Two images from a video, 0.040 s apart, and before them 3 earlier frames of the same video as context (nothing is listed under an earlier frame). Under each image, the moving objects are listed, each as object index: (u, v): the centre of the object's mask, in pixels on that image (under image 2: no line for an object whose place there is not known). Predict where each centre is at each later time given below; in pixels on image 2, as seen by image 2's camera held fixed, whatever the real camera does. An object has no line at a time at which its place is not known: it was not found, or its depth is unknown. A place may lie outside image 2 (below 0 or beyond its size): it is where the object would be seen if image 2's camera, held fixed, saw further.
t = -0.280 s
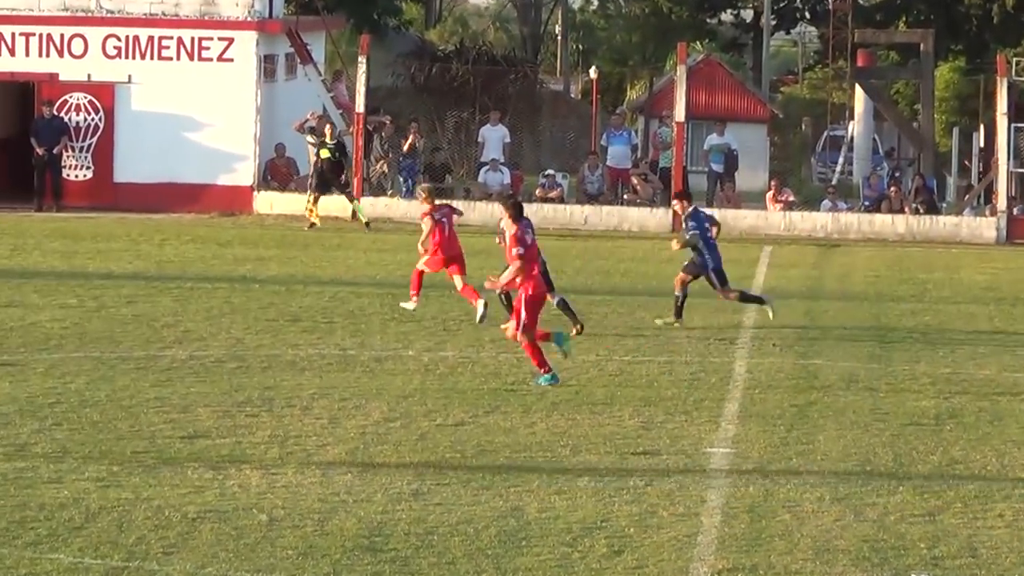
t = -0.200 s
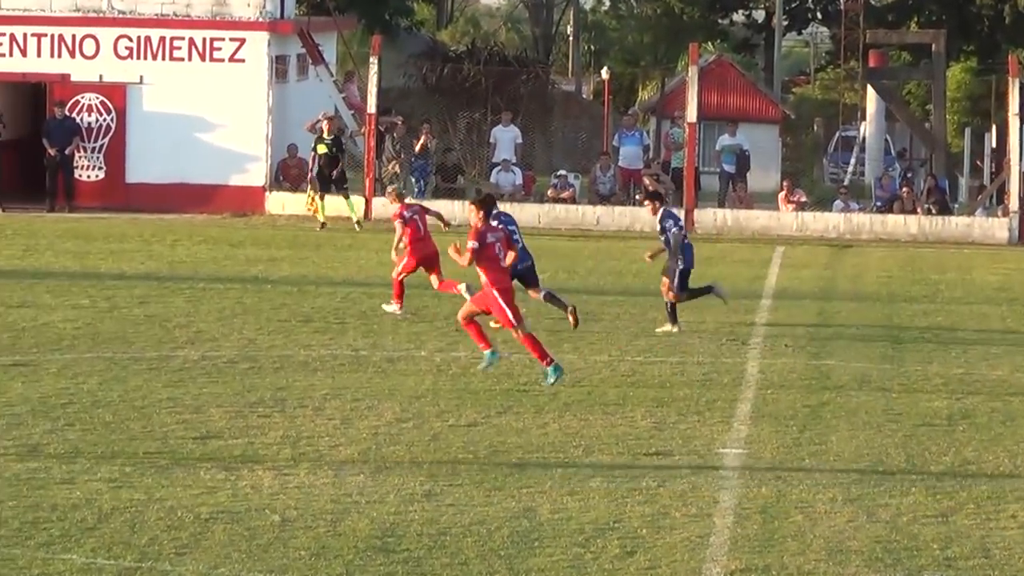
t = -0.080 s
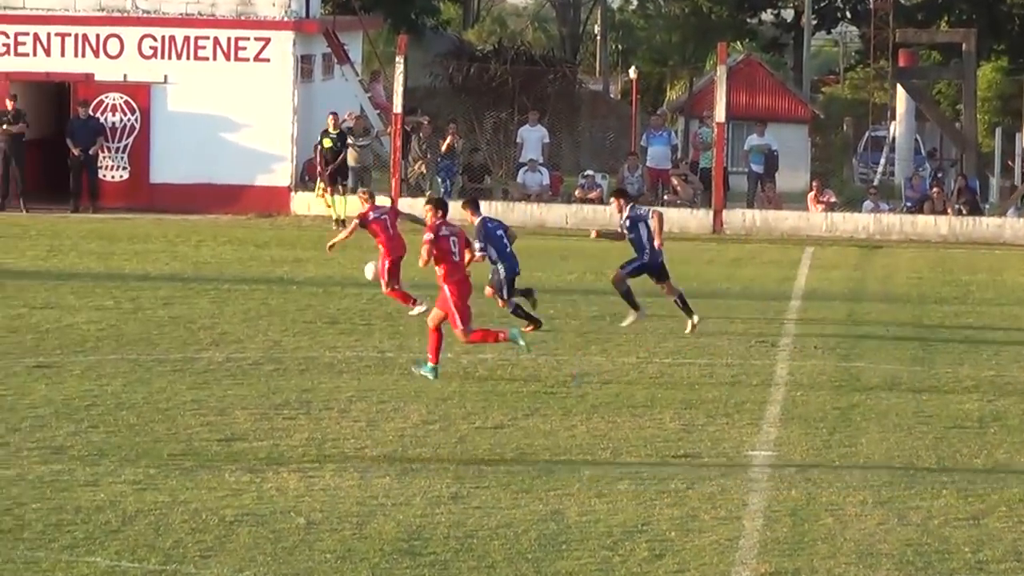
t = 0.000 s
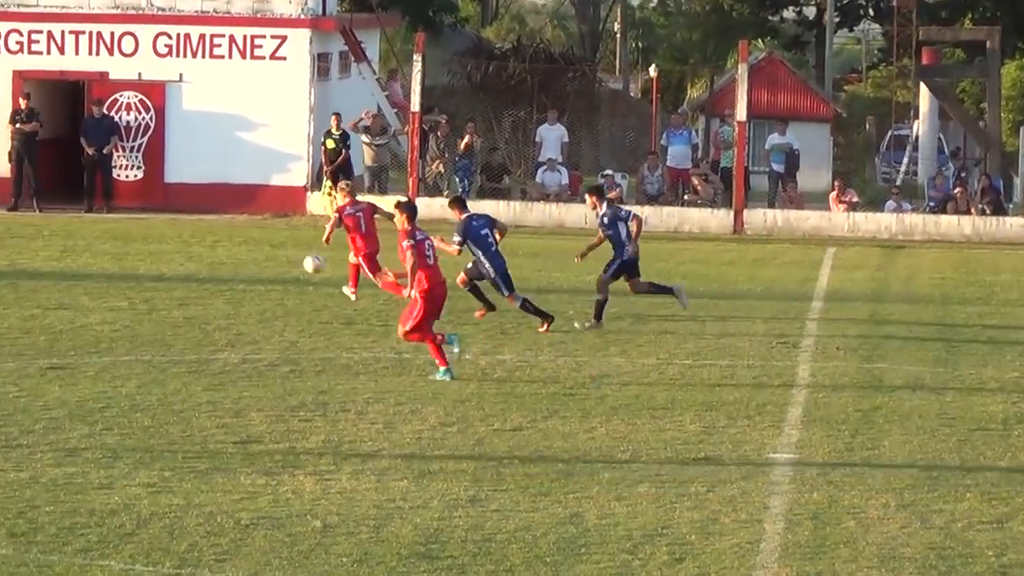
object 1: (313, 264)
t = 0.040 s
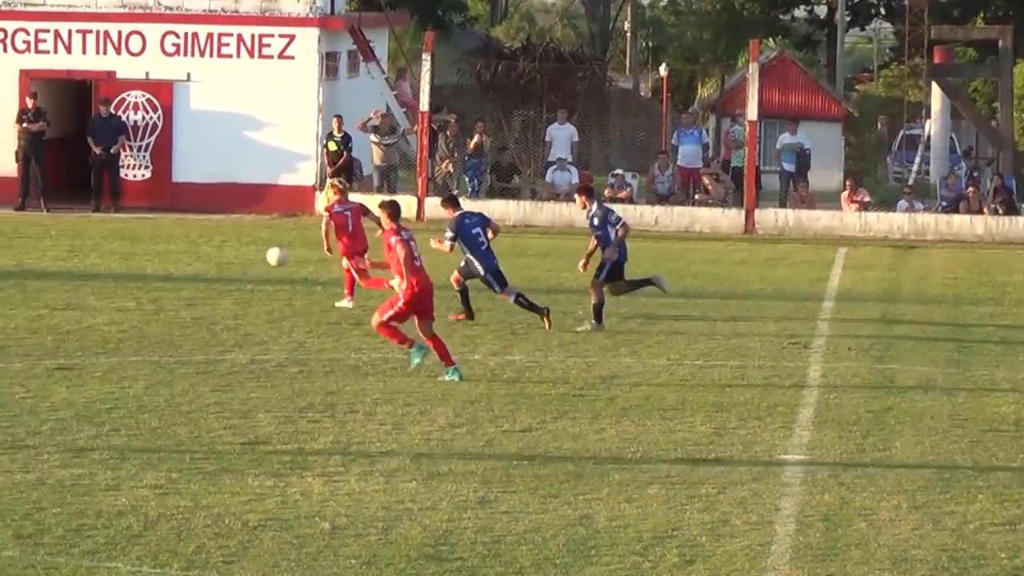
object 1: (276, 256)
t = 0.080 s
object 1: (231, 249)
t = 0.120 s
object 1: (185, 245)
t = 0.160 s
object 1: (141, 240)
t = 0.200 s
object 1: (94, 238)
